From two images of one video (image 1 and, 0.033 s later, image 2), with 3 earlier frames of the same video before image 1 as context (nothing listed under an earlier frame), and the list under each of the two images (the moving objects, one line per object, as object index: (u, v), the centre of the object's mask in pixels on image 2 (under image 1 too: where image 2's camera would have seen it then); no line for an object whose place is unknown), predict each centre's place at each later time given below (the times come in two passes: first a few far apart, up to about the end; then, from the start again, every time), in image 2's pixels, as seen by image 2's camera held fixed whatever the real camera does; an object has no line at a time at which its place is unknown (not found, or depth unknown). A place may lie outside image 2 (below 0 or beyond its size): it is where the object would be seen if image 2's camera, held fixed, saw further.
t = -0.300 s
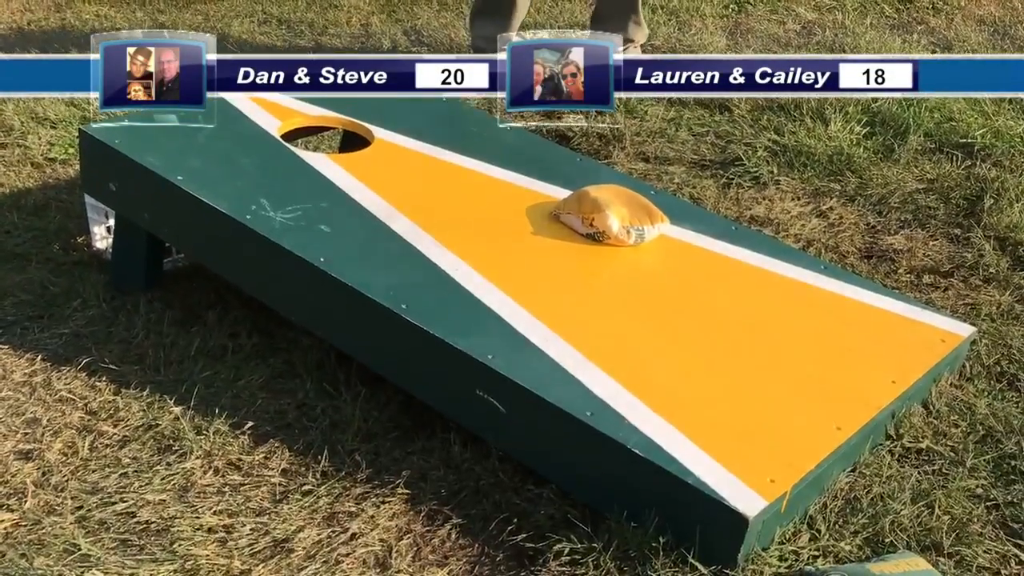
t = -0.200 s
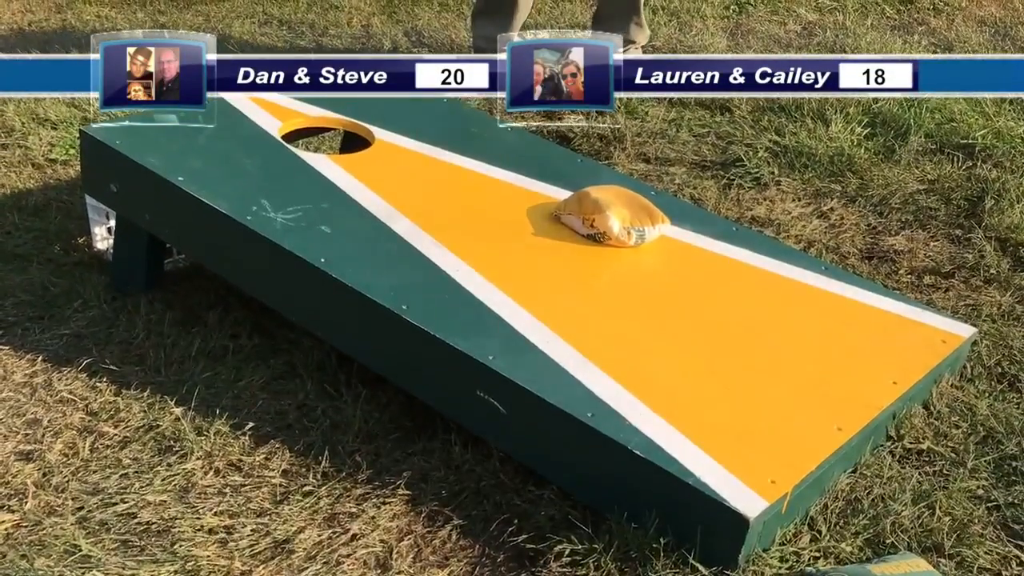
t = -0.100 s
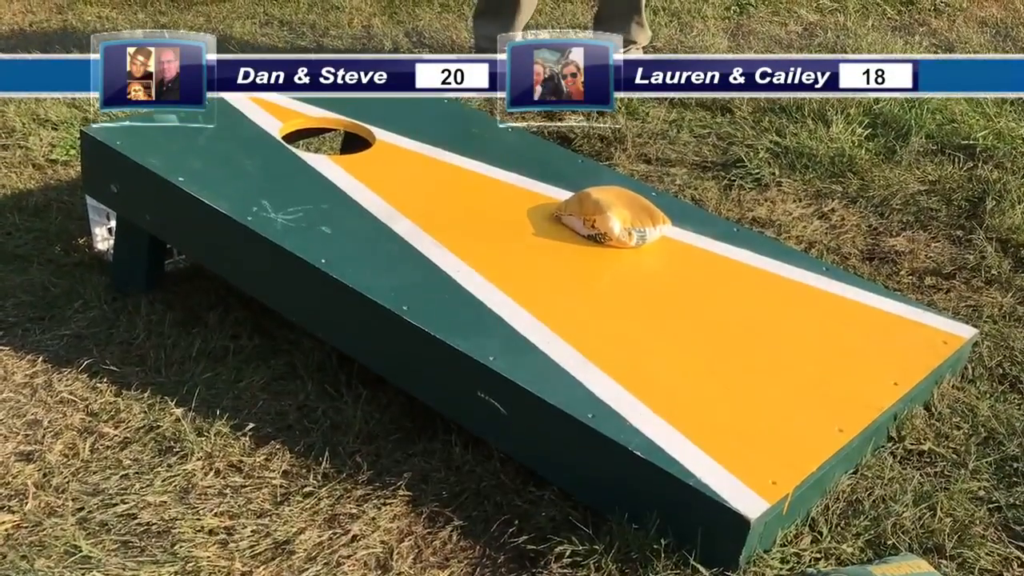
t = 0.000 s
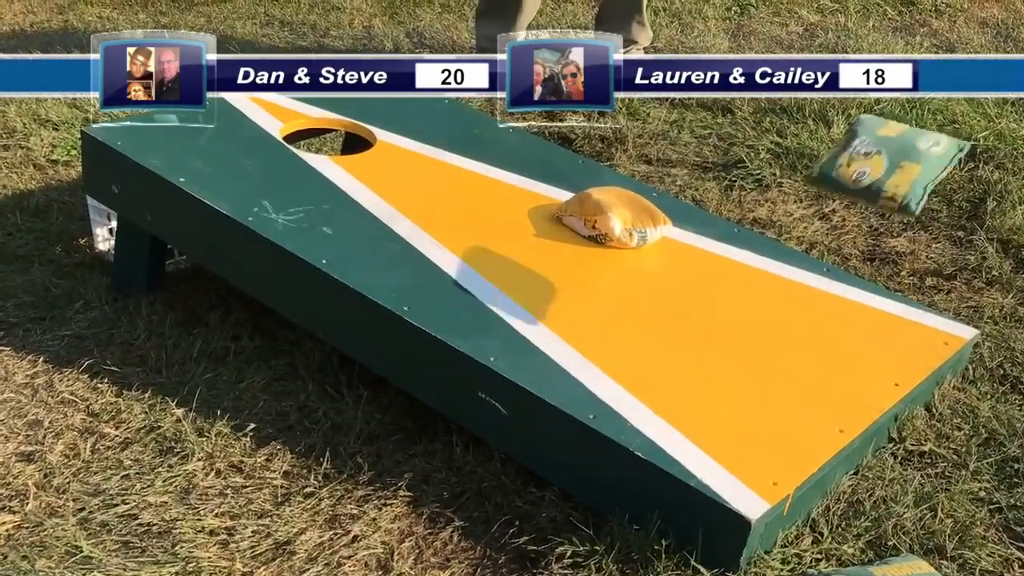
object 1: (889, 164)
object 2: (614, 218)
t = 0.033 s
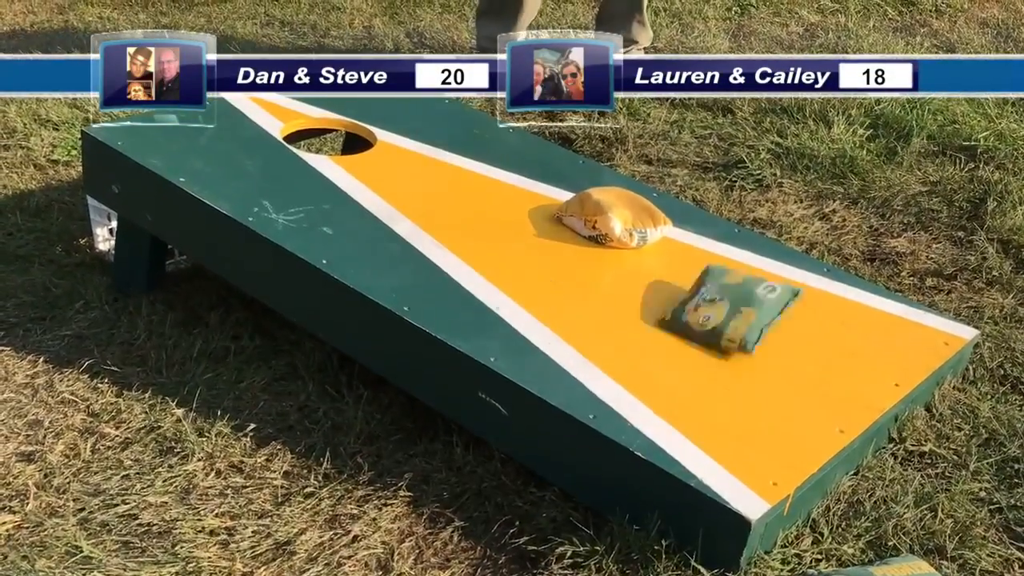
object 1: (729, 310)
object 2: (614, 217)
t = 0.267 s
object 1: (487, 206)
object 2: (598, 207)
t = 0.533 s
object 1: (435, 182)
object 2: (597, 206)
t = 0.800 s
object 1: (436, 182)
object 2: (597, 207)
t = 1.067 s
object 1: (436, 182)
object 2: (597, 207)
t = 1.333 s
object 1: (436, 182)
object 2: (597, 207)
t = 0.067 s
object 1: (674, 285)
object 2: (614, 218)
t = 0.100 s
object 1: (630, 257)
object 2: (613, 213)
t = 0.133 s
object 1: (596, 238)
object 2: (621, 210)
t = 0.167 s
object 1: (566, 225)
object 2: (616, 211)
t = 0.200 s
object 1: (533, 220)
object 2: (606, 209)
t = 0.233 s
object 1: (505, 214)
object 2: (600, 208)
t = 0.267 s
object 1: (487, 206)
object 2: (598, 207)
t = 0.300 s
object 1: (471, 199)
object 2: (596, 206)
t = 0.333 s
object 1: (457, 193)
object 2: (597, 206)
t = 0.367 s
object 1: (447, 189)
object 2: (597, 206)
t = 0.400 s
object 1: (439, 186)
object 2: (597, 207)
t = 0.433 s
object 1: (437, 184)
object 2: (597, 206)
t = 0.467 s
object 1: (435, 183)
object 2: (597, 207)
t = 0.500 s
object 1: (435, 182)
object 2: (597, 207)
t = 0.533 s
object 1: (435, 182)
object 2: (597, 206)
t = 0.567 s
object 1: (435, 182)
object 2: (597, 206)
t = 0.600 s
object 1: (435, 182)
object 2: (597, 206)
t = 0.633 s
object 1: (435, 182)
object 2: (597, 206)
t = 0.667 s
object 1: (435, 182)
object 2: (597, 206)
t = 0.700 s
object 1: (435, 182)
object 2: (597, 206)
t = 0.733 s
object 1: (436, 182)
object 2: (597, 207)
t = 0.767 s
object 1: (436, 182)
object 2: (597, 207)
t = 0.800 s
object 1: (436, 182)
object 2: (597, 207)
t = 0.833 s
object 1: (436, 182)
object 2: (597, 207)
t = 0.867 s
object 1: (436, 182)
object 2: (597, 207)
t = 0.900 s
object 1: (436, 182)
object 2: (597, 207)
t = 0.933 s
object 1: (436, 182)
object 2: (597, 207)
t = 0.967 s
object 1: (436, 182)
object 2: (597, 207)
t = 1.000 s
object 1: (436, 182)
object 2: (597, 207)
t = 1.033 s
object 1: (436, 182)
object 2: (597, 207)
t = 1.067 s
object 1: (436, 182)
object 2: (597, 207)
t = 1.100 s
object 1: (436, 182)
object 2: (597, 207)
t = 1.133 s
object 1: (436, 182)
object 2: (597, 207)
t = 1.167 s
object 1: (436, 182)
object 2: (597, 207)
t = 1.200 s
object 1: (436, 182)
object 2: (597, 207)
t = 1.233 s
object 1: (436, 182)
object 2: (597, 207)
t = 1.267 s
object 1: (436, 182)
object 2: (597, 207)
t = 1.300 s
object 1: (436, 182)
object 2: (597, 207)
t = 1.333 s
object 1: (436, 182)
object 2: (597, 207)
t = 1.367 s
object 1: (436, 182)
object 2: (597, 207)
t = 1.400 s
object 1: (436, 182)
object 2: (597, 207)
